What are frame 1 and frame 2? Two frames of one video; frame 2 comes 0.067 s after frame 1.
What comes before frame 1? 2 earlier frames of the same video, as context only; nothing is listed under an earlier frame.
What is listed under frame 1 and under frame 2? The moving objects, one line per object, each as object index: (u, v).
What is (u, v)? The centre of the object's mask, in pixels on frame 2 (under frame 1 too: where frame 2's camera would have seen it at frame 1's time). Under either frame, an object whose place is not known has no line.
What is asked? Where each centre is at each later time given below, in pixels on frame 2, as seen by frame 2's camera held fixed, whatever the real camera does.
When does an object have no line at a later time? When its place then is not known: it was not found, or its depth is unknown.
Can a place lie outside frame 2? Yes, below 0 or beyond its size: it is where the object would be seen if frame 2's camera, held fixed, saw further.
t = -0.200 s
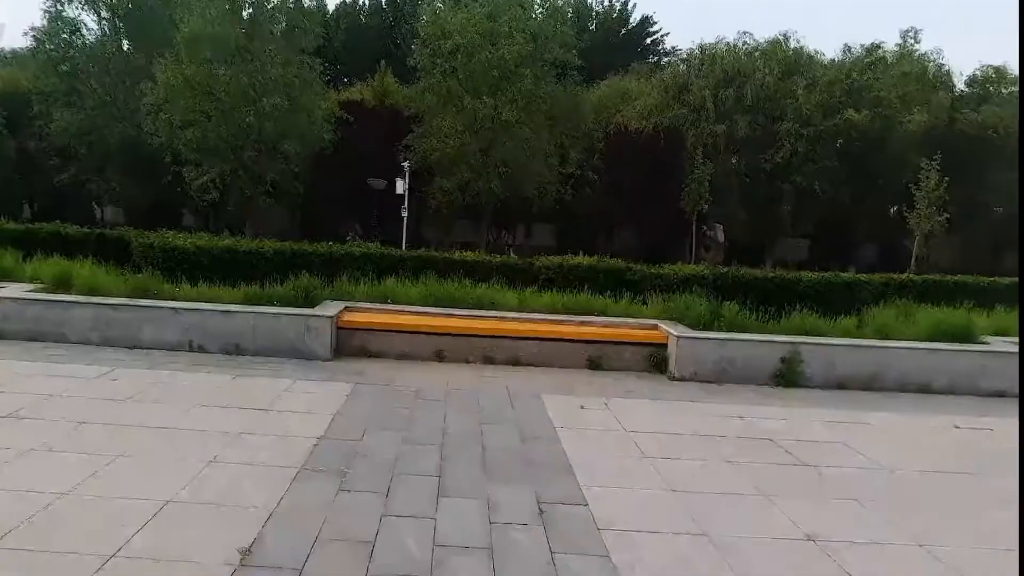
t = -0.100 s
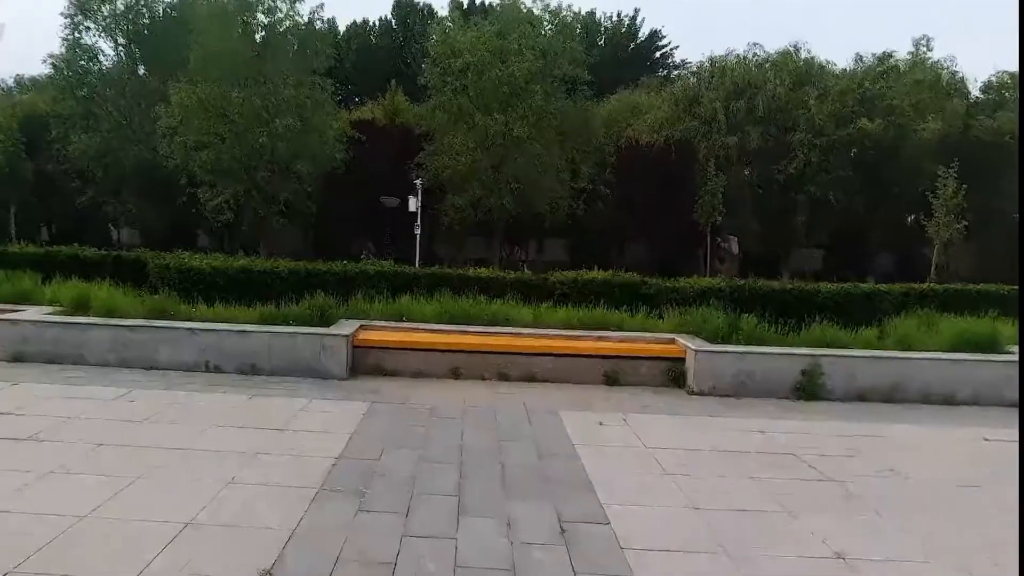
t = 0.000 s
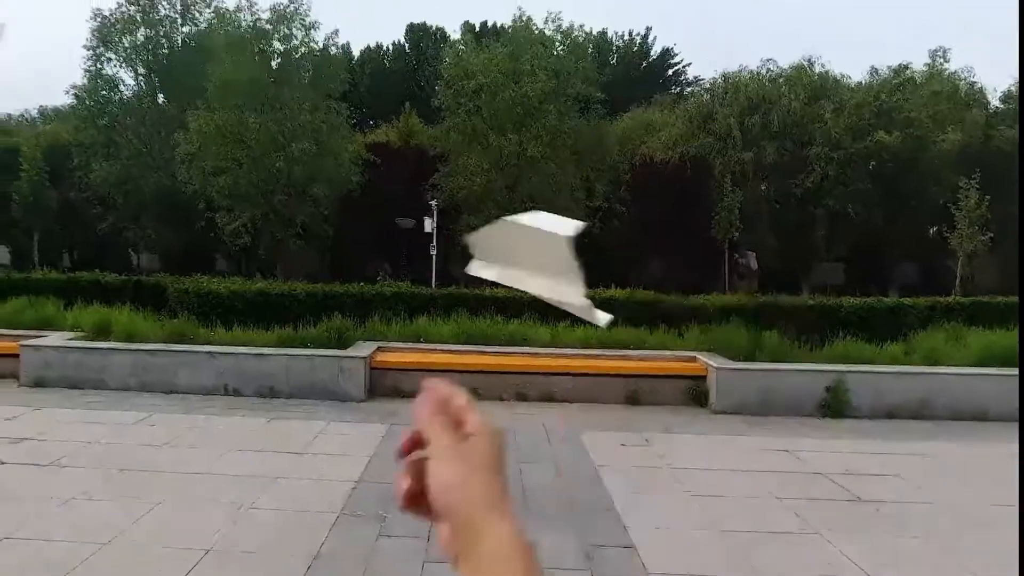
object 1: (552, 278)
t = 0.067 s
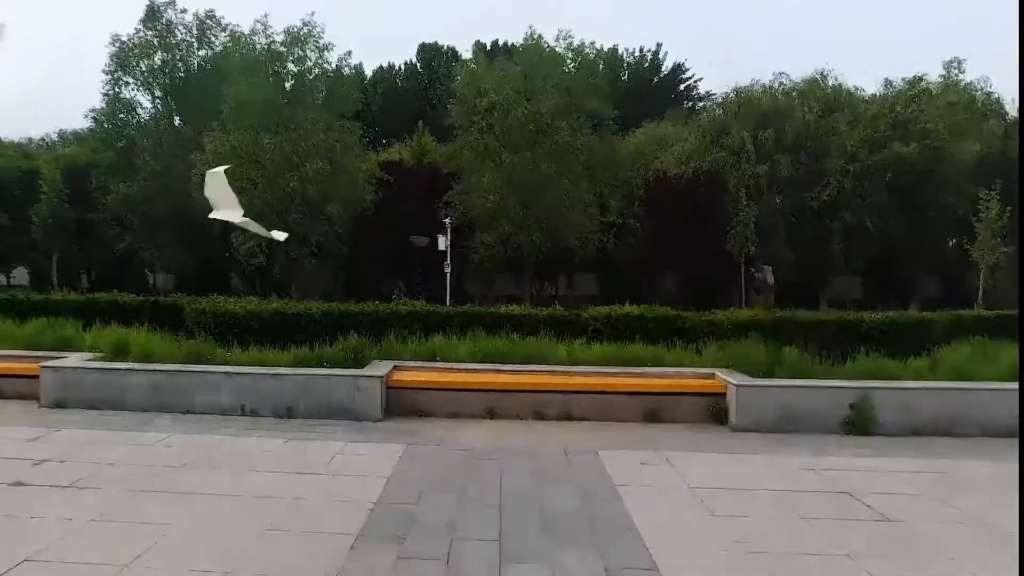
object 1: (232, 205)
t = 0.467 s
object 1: (333, 72)
